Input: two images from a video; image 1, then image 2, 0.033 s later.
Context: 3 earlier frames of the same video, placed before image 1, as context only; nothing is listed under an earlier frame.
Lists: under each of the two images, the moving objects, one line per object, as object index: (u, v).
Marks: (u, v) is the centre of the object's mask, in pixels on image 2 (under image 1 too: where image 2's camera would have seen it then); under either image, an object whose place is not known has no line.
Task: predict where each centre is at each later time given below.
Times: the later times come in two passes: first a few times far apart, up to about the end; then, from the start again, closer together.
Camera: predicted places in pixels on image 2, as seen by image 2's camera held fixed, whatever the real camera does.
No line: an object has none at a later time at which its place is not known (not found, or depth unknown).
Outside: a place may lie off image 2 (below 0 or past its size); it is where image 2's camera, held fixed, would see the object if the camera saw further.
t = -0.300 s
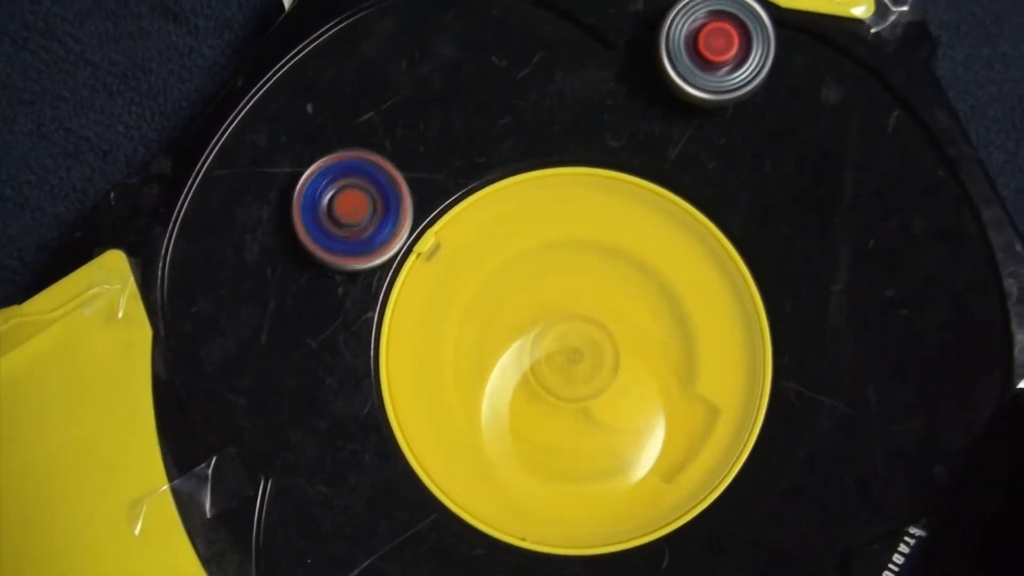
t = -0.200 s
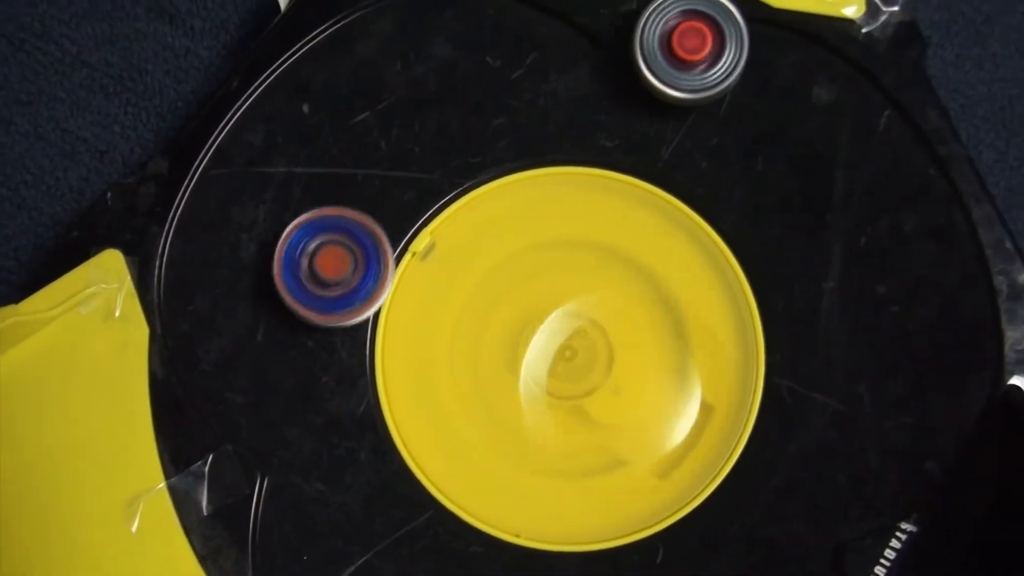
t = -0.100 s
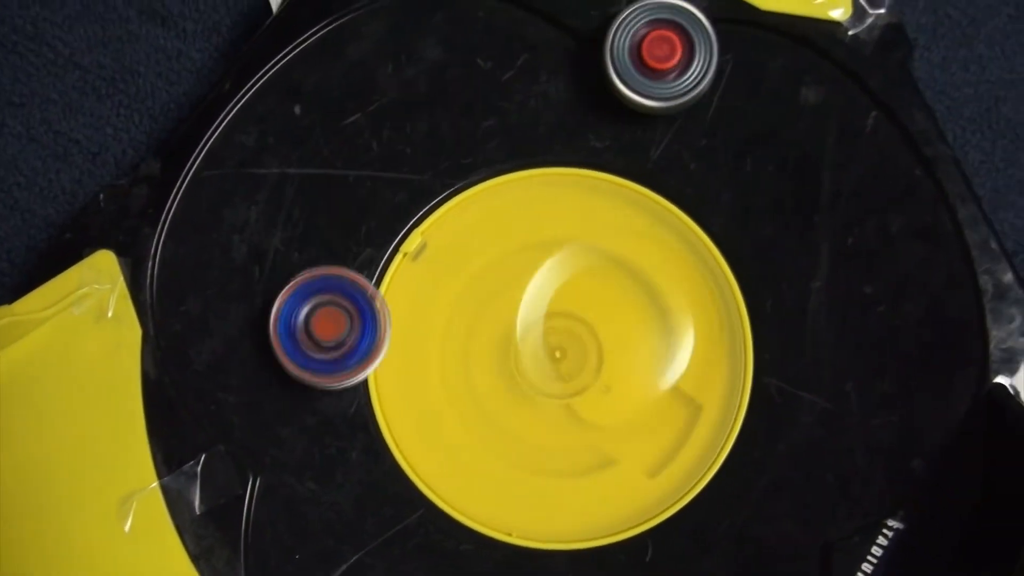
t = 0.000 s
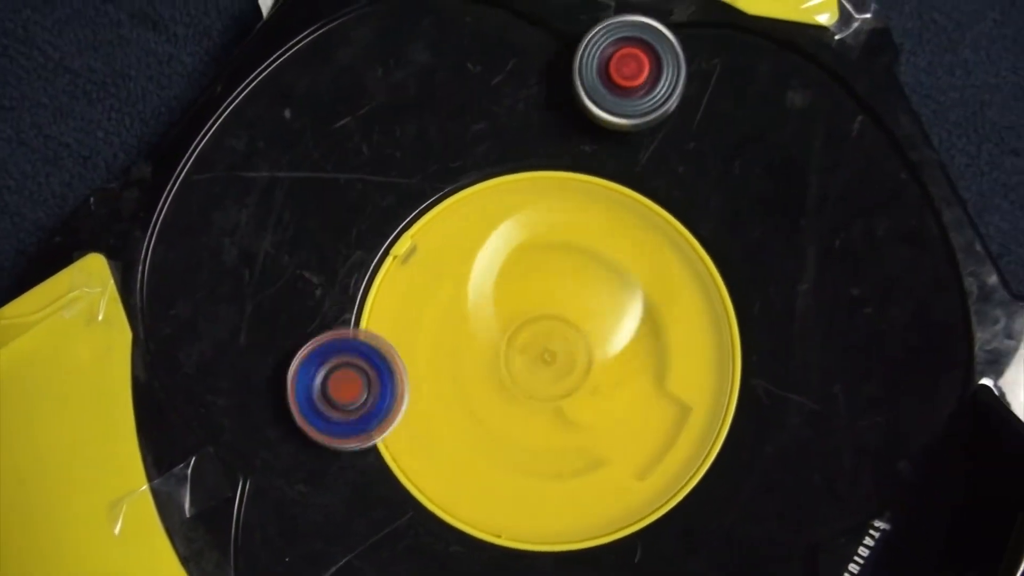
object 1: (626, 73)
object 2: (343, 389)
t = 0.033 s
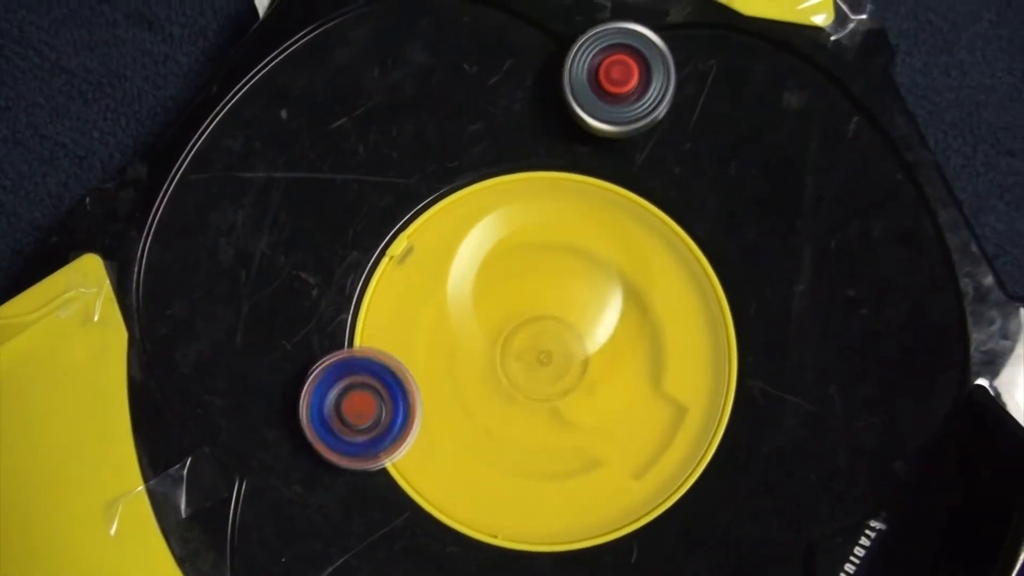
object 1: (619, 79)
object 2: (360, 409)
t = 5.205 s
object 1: (700, 170)
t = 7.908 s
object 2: (587, 157)
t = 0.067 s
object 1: (613, 86)
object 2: (381, 430)
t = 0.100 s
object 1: (606, 93)
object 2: (410, 454)
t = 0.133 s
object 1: (601, 101)
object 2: (446, 480)
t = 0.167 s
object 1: (595, 109)
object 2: (492, 503)
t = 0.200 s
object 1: (592, 118)
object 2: (542, 517)
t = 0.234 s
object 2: (598, 521)
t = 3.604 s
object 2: (713, 183)
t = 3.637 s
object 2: (695, 177)
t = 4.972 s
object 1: (719, 139)
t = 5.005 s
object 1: (716, 141)
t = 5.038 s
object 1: (712, 144)
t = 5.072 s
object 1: (709, 148)
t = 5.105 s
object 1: (706, 153)
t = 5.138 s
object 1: (704, 159)
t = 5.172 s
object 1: (701, 165)
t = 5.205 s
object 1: (700, 170)
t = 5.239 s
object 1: (698, 177)
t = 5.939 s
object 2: (643, 183)
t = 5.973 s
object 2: (631, 181)
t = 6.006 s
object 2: (614, 180)
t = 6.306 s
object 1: (636, 187)
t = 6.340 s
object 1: (593, 169)
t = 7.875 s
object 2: (609, 166)
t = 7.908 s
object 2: (587, 157)
